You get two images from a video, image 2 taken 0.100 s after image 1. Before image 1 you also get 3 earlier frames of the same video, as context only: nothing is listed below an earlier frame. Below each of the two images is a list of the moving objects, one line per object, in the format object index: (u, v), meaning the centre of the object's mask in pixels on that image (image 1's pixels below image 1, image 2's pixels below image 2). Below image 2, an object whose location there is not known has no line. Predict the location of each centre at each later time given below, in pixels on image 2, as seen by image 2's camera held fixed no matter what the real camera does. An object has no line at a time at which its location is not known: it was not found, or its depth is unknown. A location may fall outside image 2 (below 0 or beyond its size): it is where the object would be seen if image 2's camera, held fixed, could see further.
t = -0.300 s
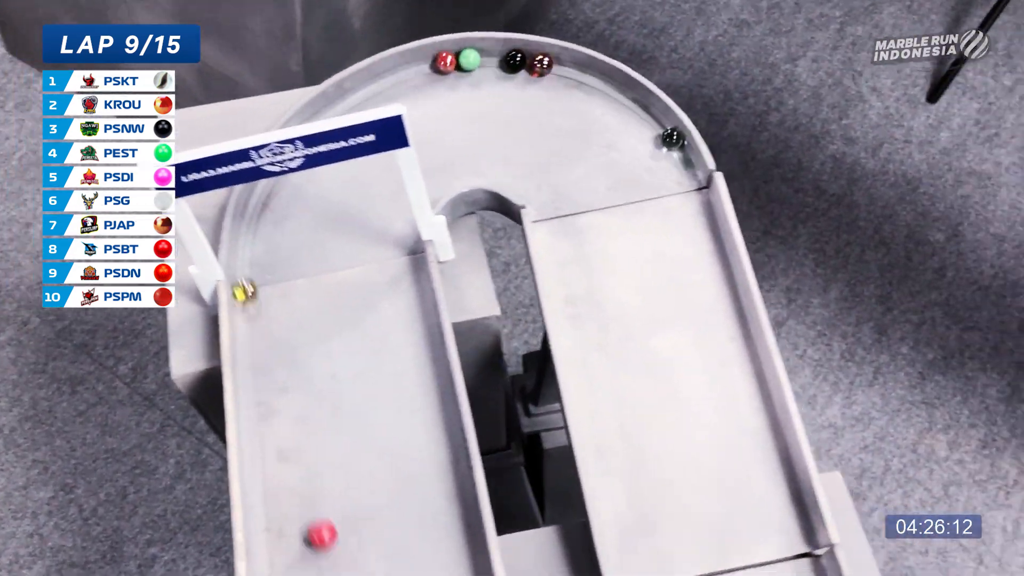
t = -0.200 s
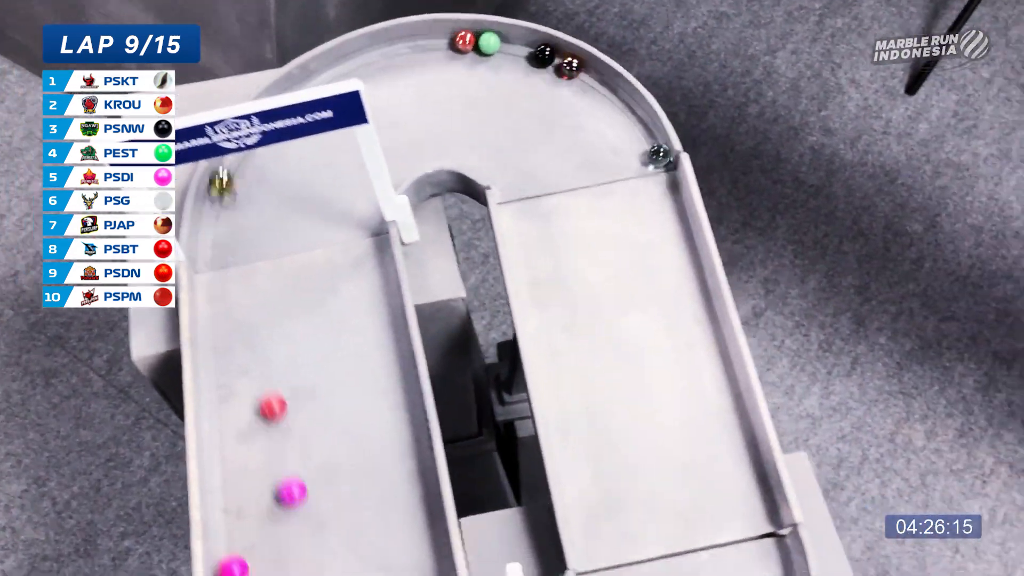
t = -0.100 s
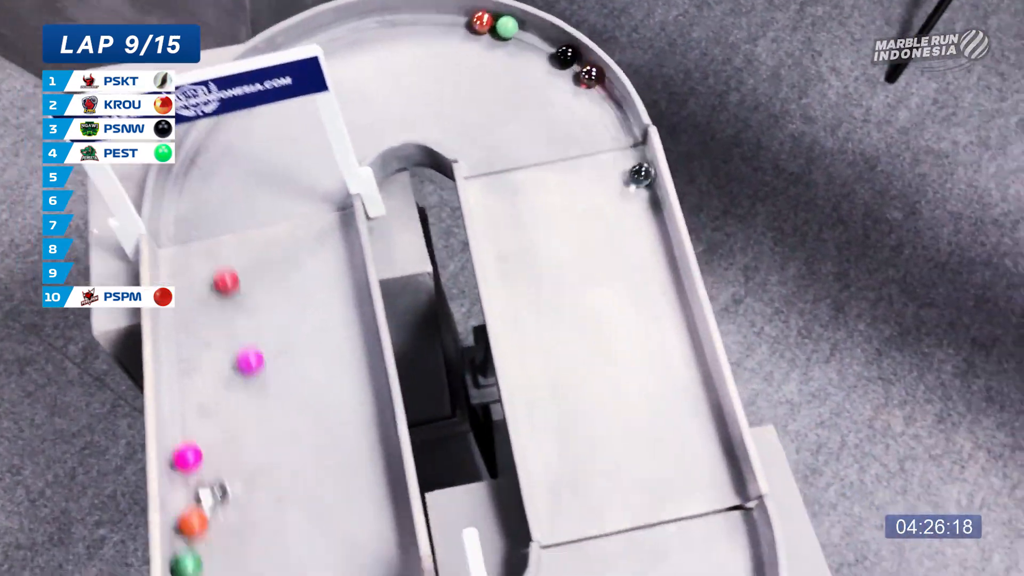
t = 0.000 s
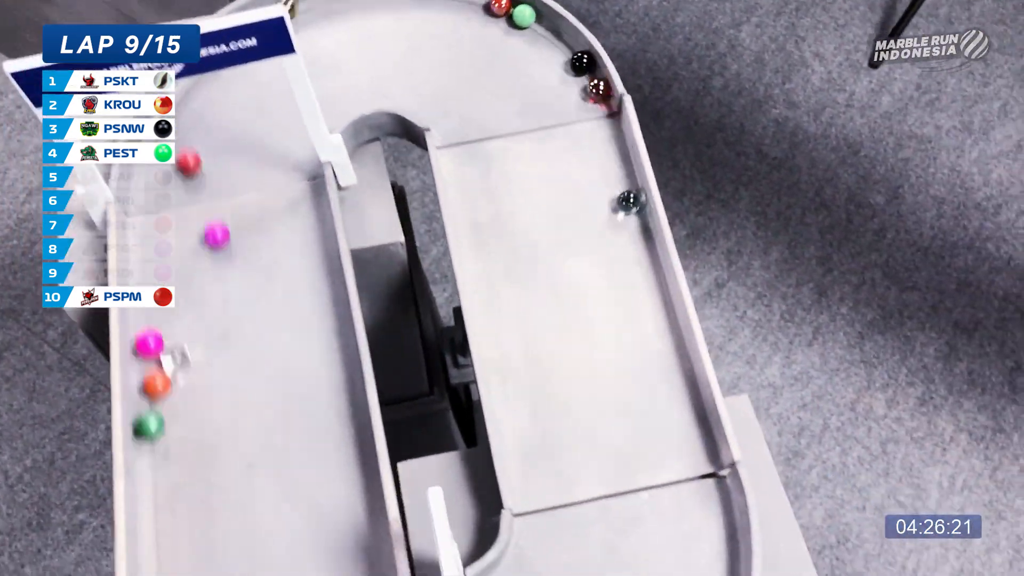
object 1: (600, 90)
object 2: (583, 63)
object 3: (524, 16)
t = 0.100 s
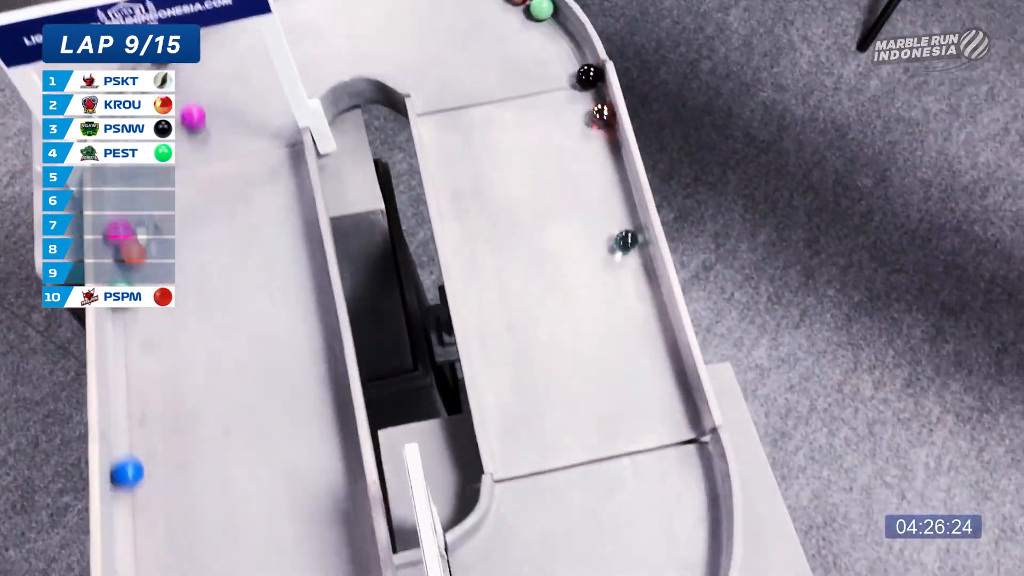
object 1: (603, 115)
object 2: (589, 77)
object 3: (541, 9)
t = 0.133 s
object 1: (610, 138)
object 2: (596, 95)
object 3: (551, 19)
